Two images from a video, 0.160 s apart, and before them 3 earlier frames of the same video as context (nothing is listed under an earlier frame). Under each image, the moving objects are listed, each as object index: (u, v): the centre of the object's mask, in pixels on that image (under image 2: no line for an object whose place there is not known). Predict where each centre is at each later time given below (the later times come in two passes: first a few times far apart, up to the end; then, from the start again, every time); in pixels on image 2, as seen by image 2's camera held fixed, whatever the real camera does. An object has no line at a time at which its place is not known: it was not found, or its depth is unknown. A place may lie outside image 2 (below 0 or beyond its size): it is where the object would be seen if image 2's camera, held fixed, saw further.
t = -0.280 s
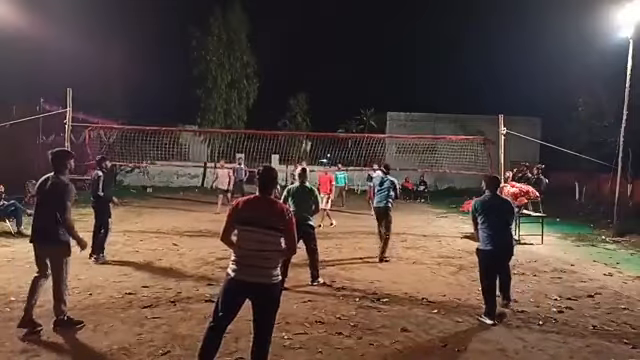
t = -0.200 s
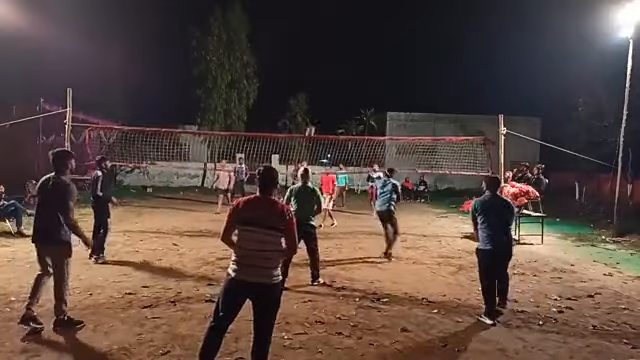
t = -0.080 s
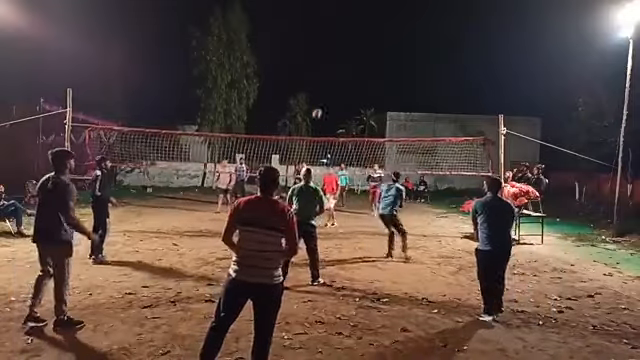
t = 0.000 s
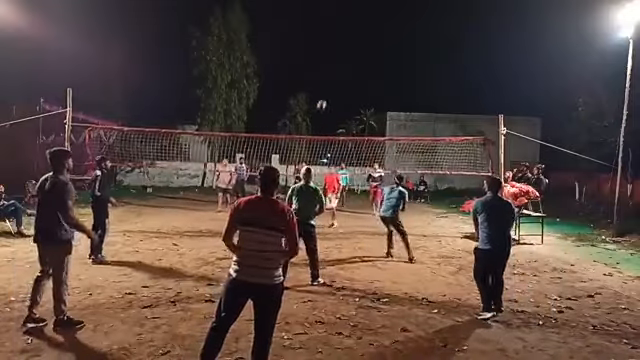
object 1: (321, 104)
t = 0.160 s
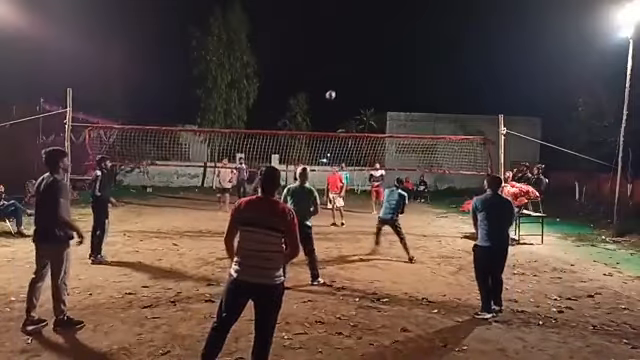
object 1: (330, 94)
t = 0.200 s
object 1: (332, 94)
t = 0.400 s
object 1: (343, 101)
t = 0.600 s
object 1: (354, 129)
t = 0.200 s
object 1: (332, 94)
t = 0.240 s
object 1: (334, 94)
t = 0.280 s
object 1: (336, 94)
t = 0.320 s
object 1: (339, 96)
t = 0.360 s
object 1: (341, 98)
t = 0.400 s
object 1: (343, 101)
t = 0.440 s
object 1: (345, 106)
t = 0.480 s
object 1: (347, 110)
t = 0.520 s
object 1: (349, 115)
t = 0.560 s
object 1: (352, 122)
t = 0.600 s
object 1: (354, 129)
